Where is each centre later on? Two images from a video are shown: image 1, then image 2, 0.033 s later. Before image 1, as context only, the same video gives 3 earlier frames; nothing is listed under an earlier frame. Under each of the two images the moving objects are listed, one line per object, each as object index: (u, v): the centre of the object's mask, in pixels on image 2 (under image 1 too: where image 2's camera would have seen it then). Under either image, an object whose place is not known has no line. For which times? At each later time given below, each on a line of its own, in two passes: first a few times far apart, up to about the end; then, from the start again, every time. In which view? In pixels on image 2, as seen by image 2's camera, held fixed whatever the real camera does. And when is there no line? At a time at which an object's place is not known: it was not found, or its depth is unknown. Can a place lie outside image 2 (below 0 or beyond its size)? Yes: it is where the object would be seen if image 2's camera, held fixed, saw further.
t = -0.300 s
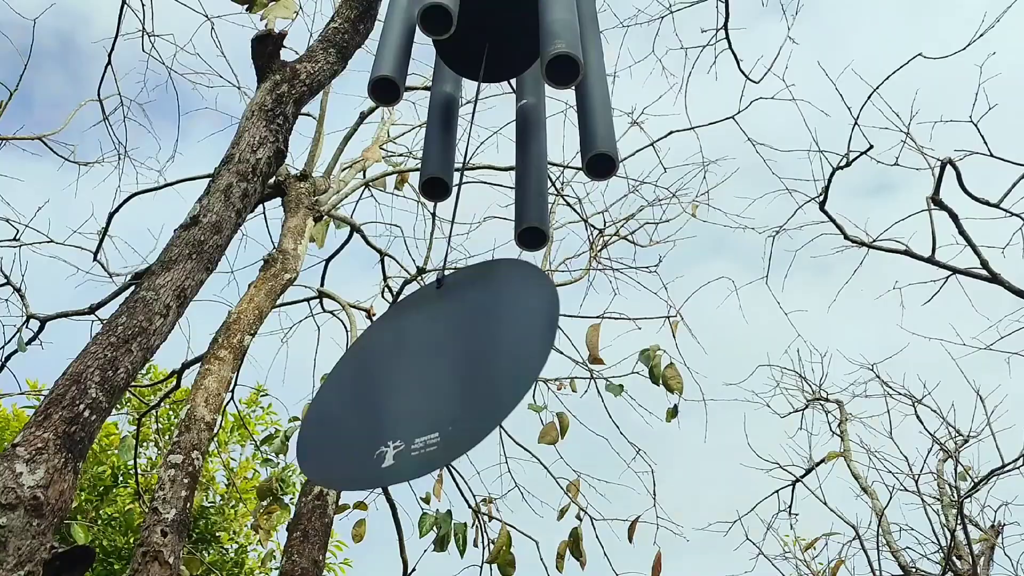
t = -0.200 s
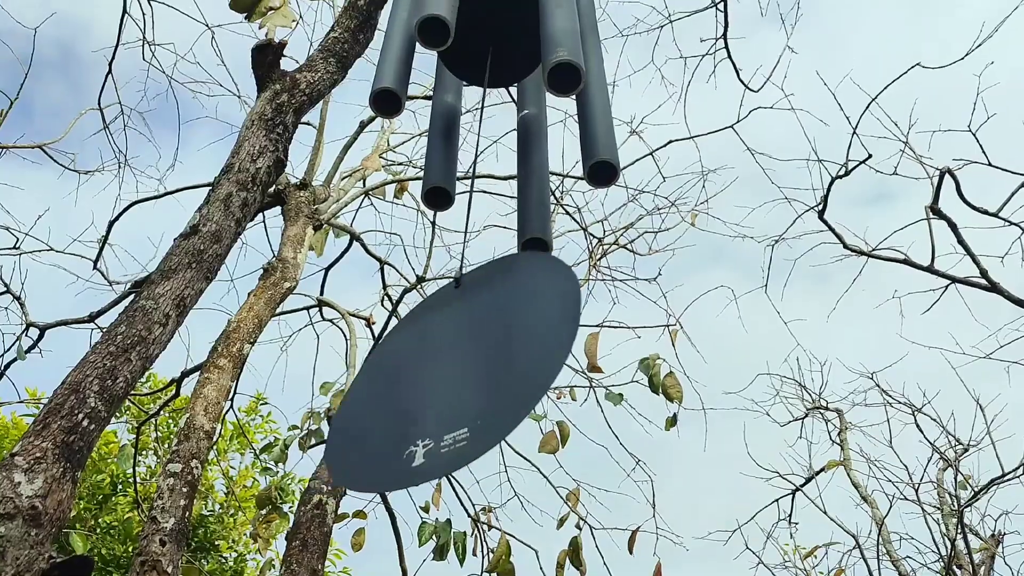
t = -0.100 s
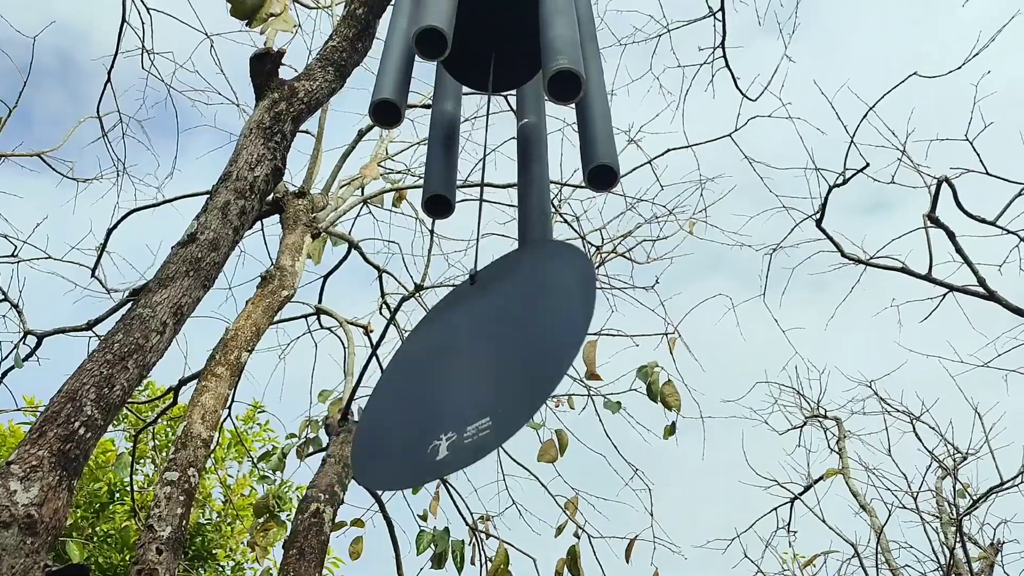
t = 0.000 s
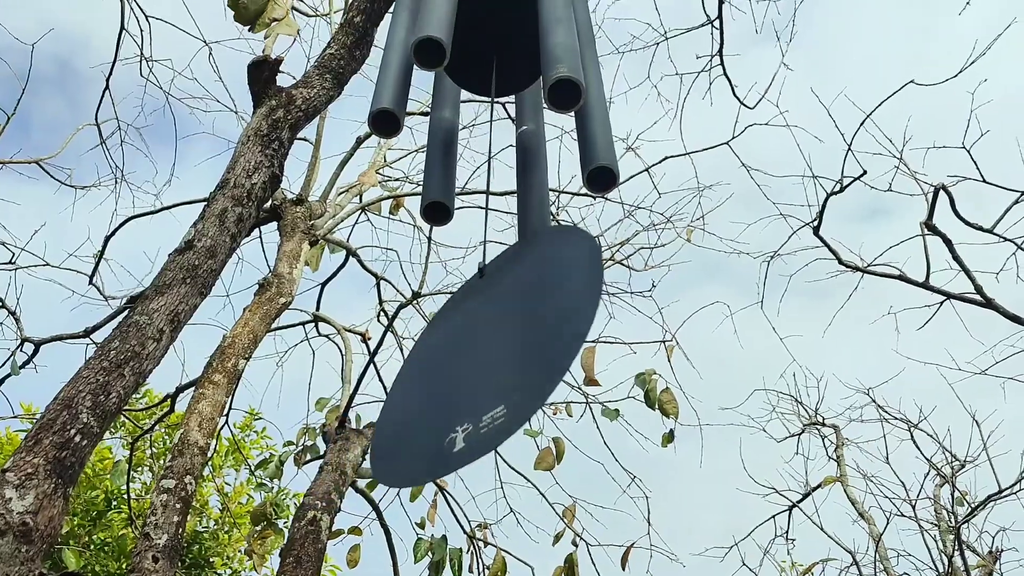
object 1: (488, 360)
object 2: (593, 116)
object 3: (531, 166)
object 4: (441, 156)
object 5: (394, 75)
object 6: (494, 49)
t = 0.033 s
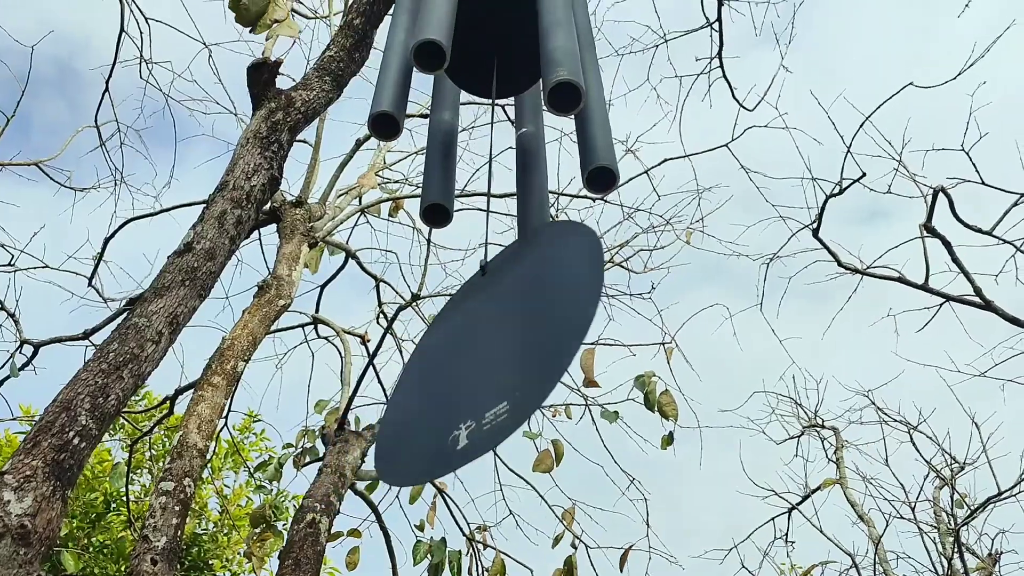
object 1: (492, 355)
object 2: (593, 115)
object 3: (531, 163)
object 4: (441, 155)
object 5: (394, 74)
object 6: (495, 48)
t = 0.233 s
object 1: (489, 328)
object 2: (595, 107)
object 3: (530, 152)
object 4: (439, 155)
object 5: (397, 69)
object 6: (499, 44)
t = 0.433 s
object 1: (446, 322)
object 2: (594, 101)
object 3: (527, 149)
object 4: (434, 159)
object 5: (396, 64)
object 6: (502, 52)
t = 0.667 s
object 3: (522, 194)
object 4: (427, 162)
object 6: (498, 66)
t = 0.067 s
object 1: (494, 349)
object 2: (594, 113)
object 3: (531, 161)
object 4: (441, 155)
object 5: (395, 74)
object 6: (496, 46)
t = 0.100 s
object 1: (496, 345)
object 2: (594, 112)
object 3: (531, 158)
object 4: (441, 155)
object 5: (396, 73)
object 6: (497, 46)
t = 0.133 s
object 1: (496, 340)
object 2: (594, 110)
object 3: (531, 157)
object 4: (440, 155)
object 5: (396, 72)
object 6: (497, 45)
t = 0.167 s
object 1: (495, 336)
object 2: (594, 109)
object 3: (531, 155)
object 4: (440, 155)
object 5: (396, 71)
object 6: (498, 44)
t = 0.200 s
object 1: (493, 332)
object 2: (594, 108)
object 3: (530, 155)
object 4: (440, 155)
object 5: (397, 70)
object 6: (498, 44)
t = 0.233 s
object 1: (489, 328)
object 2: (595, 107)
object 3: (530, 152)
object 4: (439, 155)
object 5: (397, 69)
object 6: (499, 44)
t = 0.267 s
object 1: (485, 325)
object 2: (595, 106)
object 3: (529, 150)
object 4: (438, 156)
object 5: (397, 69)
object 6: (500, 44)
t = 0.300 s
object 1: (478, 323)
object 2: (595, 104)
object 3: (529, 149)
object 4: (438, 156)
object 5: (397, 68)
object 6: (500, 45)
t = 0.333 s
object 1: (472, 321)
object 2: (595, 104)
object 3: (528, 147)
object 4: (437, 157)
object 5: (397, 67)
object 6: (500, 47)
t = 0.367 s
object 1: (464, 321)
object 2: (594, 103)
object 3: (528, 147)
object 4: (436, 158)
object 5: (397, 66)
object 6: (501, 49)
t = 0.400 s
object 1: (455, 321)
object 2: (594, 102)
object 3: (528, 147)
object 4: (435, 159)
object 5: (396, 66)
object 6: (501, 51)
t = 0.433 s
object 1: (446, 322)
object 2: (594, 101)
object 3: (527, 149)
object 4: (434, 159)
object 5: (396, 64)
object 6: (502, 52)
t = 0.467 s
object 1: (438, 324)
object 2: (593, 100)
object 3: (527, 152)
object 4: (433, 159)
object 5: (396, 63)
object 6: (502, 54)
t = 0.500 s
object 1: (426, 328)
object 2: (592, 99)
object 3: (529, 171)
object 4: (432, 159)
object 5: (395, 62)
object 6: (502, 56)
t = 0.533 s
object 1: (417, 331)
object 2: (592, 97)
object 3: (528, 176)
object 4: (431, 159)
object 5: (395, 61)
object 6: (501, 58)
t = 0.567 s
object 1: (408, 335)
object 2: (591, 96)
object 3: (527, 182)
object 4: (430, 160)
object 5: (395, 61)
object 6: (501, 60)
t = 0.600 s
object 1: (397, 340)
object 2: (590, 95)
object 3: (525, 187)
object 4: (429, 160)
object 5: (394, 60)
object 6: (500, 62)
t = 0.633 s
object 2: (589, 94)
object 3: (524, 191)
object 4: (428, 161)
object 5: (394, 59)
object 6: (499, 64)
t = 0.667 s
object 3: (522, 194)
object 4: (427, 162)
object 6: (498, 66)
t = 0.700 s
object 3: (521, 194)
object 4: (426, 163)
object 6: (496, 67)
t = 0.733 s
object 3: (520, 194)
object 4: (426, 163)
